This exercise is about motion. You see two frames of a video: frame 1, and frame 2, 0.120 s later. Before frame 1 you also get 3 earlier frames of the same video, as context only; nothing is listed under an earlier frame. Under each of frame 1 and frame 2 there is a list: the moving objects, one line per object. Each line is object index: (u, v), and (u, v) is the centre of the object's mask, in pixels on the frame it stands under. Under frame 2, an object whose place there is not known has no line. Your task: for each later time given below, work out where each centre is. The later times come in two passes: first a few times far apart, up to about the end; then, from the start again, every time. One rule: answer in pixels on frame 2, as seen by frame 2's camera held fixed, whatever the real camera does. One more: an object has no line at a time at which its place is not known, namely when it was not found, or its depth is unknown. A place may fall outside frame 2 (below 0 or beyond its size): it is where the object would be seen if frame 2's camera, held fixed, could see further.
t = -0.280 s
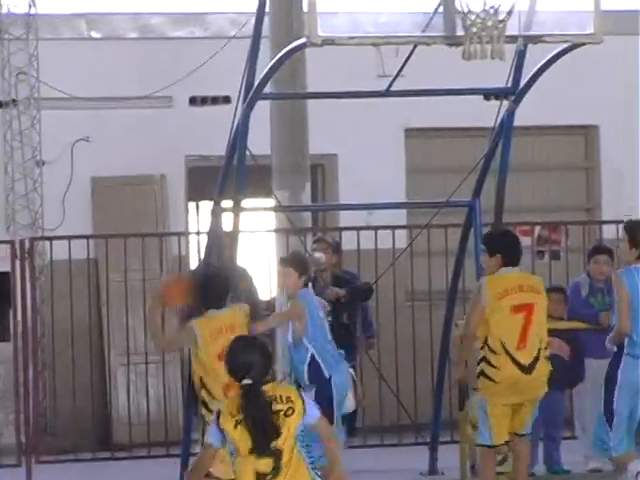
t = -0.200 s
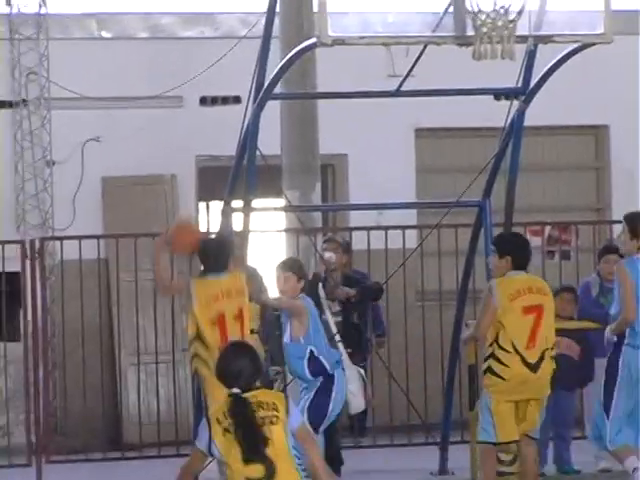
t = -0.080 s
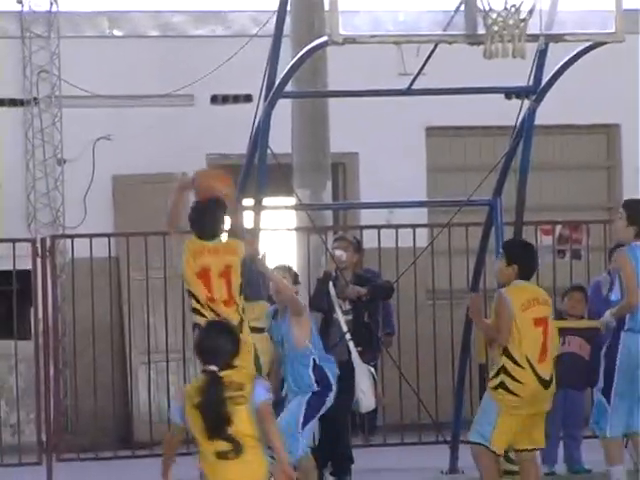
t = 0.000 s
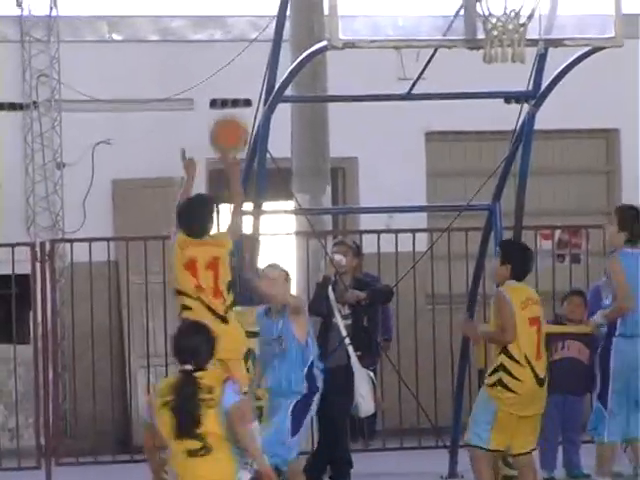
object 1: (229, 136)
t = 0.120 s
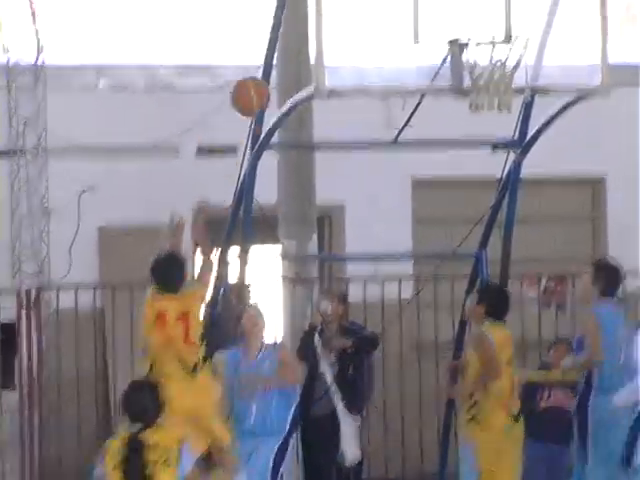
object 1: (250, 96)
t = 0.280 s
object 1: (295, 31)
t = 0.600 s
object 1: (383, 22)
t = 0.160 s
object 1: (260, 75)
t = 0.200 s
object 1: (271, 57)
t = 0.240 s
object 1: (280, 42)
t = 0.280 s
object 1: (295, 31)
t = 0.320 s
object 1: (304, 17)
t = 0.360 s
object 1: (313, 10)
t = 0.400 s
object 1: (324, 6)
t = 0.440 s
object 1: (337, 3)
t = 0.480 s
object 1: (349, 4)
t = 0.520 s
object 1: (360, 7)
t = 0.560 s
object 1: (372, 14)
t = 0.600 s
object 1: (383, 22)
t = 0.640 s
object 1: (395, 35)
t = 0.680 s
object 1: (406, 49)
